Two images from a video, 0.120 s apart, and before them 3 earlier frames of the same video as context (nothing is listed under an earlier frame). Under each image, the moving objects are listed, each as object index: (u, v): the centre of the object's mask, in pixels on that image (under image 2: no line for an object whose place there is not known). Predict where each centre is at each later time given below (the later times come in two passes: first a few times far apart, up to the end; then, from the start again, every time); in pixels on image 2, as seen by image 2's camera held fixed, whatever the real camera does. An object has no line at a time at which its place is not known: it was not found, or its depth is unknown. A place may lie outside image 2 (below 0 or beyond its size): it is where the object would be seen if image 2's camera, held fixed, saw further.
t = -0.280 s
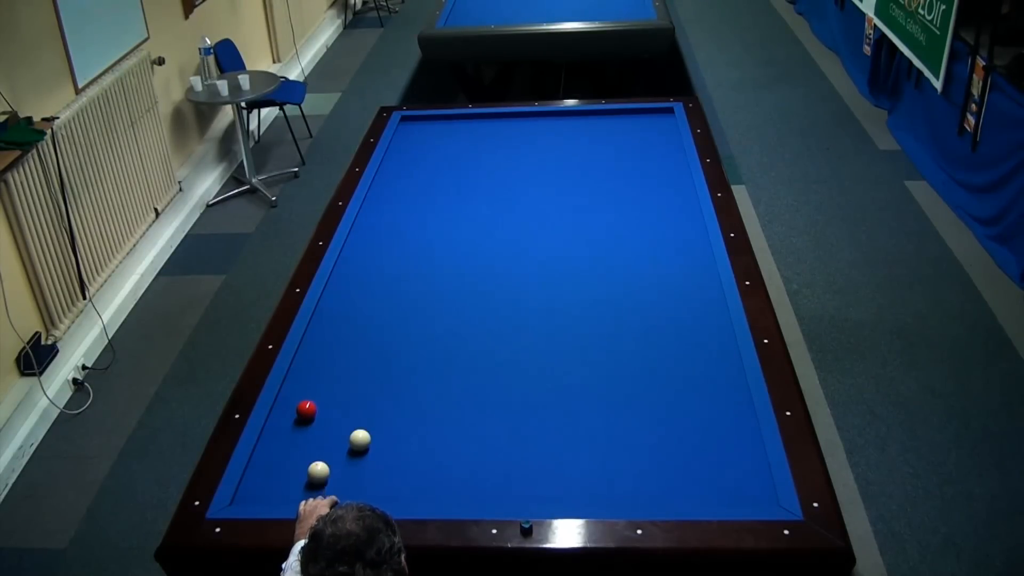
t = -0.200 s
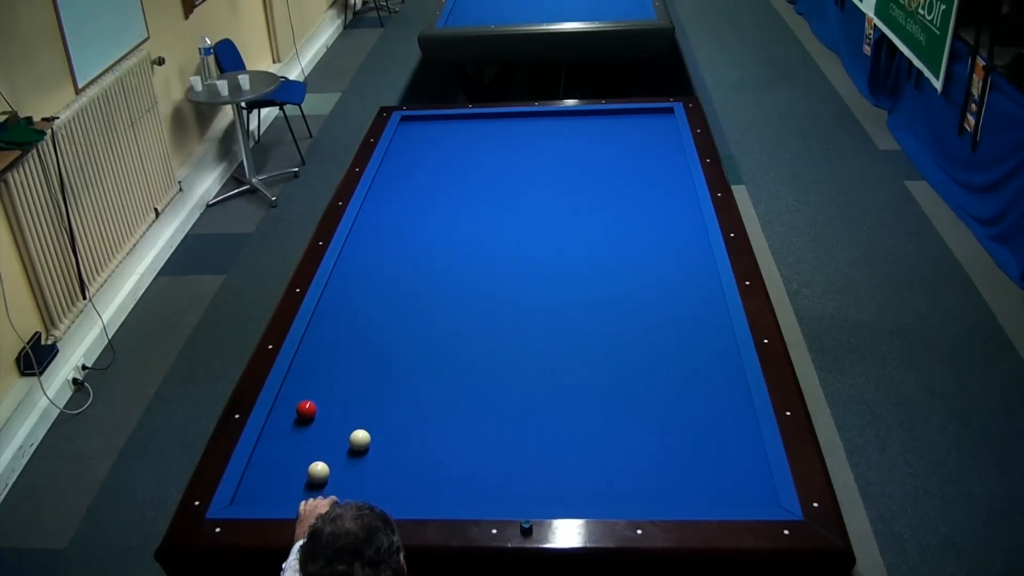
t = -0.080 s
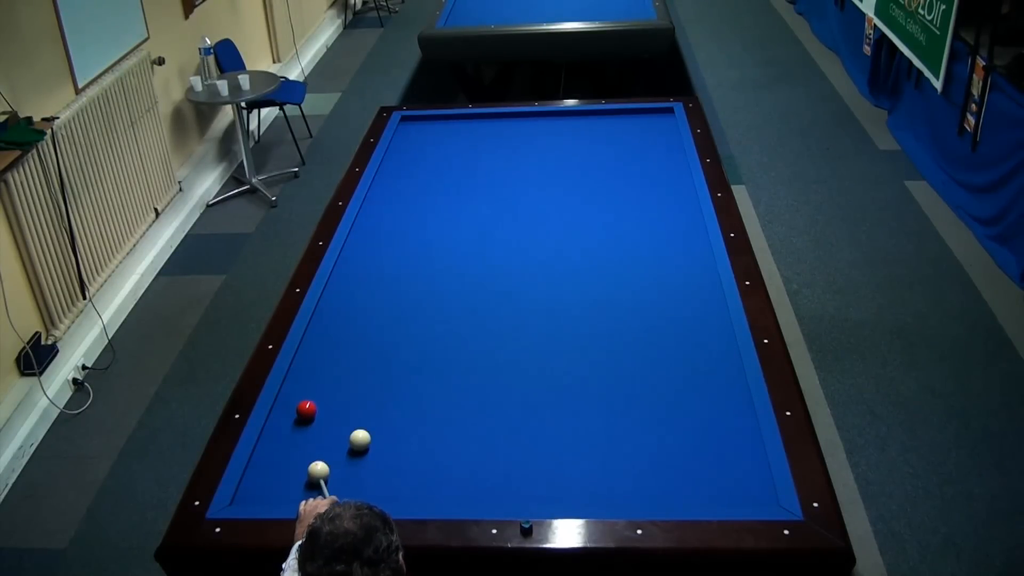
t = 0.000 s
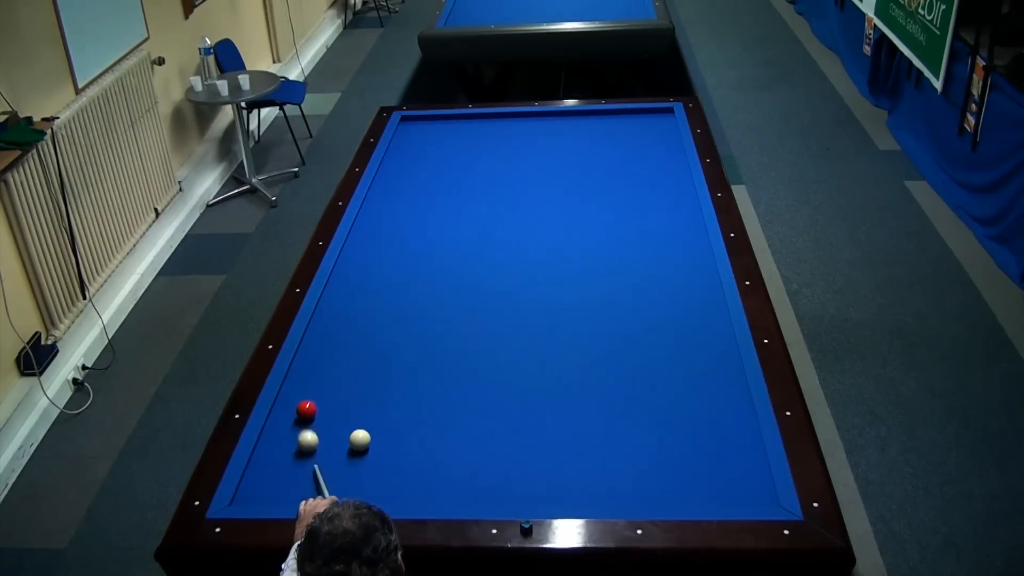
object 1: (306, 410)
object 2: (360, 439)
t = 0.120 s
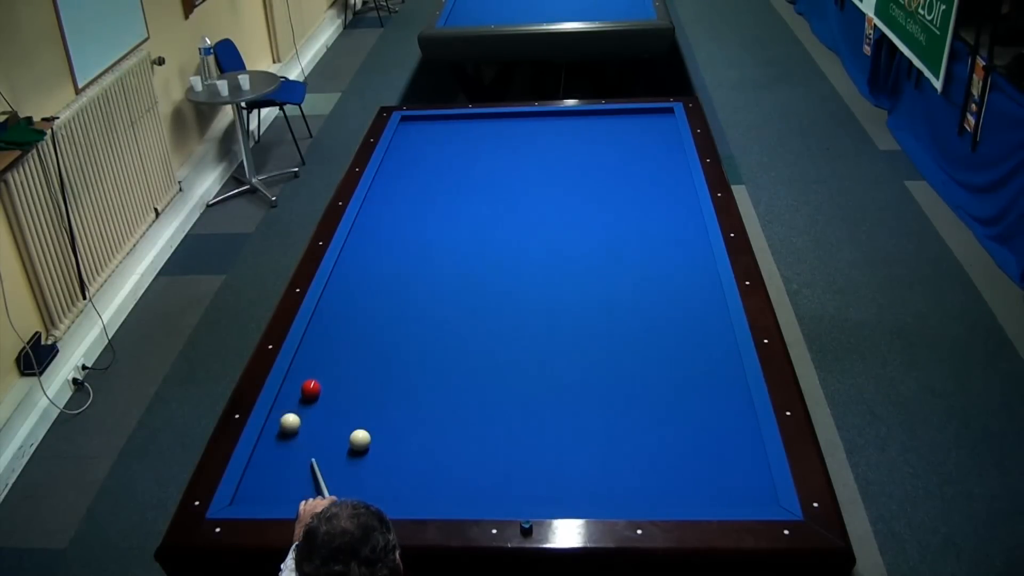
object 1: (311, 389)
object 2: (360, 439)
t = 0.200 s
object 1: (315, 369)
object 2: (360, 439)
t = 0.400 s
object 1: (324, 329)
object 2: (360, 439)
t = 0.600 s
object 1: (332, 295)
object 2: (360, 439)
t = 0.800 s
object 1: (343, 266)
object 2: (360, 439)
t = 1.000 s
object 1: (357, 241)
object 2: (360, 439)
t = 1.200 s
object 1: (369, 218)
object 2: (360, 439)
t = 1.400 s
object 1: (380, 198)
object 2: (362, 439)
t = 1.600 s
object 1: (391, 179)
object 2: (369, 440)
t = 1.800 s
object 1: (400, 162)
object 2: (375, 440)
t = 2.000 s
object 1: (409, 146)
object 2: (381, 440)
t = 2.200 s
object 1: (417, 132)
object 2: (385, 440)
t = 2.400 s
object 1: (424, 119)
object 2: (390, 440)
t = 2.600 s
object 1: (423, 126)
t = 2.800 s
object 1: (420, 134)
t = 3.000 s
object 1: (418, 142)
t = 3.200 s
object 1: (416, 150)
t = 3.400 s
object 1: (414, 158)
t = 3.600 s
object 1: (411, 167)
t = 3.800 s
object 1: (409, 175)
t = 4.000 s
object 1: (406, 184)
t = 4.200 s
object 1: (404, 193)
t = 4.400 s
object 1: (402, 202)
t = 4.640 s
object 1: (399, 213)
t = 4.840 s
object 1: (396, 222)
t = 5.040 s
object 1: (394, 232)
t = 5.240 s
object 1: (391, 242)
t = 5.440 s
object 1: (388, 252)
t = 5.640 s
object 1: (386, 262)
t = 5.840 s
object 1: (383, 272)
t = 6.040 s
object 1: (381, 282)
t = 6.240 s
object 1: (378, 292)
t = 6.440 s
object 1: (376, 303)
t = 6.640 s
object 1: (373, 313)
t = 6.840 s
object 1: (371, 323)
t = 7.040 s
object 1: (369, 334)
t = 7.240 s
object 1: (366, 345)
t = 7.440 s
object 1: (364, 356)
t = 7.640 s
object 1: (362, 366)
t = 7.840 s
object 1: (359, 377)
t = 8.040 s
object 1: (357, 387)
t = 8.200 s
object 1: (355, 396)
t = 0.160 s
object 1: (313, 379)
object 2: (360, 439)
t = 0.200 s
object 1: (315, 369)
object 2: (360, 439)
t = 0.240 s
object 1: (317, 360)
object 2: (360, 439)
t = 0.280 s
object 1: (319, 351)
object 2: (360, 439)
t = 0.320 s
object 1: (321, 344)
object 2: (360, 439)
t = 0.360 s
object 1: (323, 336)
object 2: (360, 439)
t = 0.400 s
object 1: (324, 329)
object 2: (360, 439)
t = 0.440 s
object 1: (326, 322)
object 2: (360, 439)
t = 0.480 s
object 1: (327, 315)
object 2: (360, 439)
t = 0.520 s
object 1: (329, 308)
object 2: (360, 439)
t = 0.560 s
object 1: (330, 302)
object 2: (360, 439)
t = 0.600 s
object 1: (332, 295)
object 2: (360, 439)
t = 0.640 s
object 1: (333, 289)
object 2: (360, 439)
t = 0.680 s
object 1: (334, 283)
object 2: (360, 439)
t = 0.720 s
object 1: (337, 277)
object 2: (360, 439)
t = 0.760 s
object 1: (340, 272)
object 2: (360, 439)
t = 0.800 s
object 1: (343, 266)
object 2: (360, 439)
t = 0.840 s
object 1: (345, 261)
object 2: (360, 439)
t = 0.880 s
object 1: (349, 256)
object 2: (360, 439)
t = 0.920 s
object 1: (351, 251)
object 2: (360, 439)
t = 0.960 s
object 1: (354, 246)
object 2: (360, 439)
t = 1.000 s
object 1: (357, 241)
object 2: (360, 439)
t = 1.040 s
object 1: (359, 236)
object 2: (360, 439)
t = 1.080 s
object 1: (361, 231)
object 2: (360, 439)
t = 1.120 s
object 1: (364, 227)
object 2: (360, 439)
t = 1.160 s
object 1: (366, 223)
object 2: (360, 439)
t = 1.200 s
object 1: (369, 218)
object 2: (360, 439)
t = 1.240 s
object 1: (371, 214)
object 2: (360, 439)
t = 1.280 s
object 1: (374, 210)
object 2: (360, 439)
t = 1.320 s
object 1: (376, 206)
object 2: (360, 439)
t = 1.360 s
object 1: (378, 202)
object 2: (361, 439)
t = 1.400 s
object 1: (380, 198)
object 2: (362, 439)
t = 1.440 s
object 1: (382, 194)
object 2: (364, 439)
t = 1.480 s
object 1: (385, 190)
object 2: (365, 440)
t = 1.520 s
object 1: (387, 186)
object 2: (367, 440)
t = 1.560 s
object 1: (389, 183)
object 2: (368, 440)
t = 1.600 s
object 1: (391, 179)
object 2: (369, 440)
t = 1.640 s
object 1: (393, 176)
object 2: (370, 440)
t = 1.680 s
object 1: (395, 172)
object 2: (372, 440)
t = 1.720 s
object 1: (396, 169)
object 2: (373, 441)
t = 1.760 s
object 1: (398, 165)
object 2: (374, 440)
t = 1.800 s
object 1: (400, 162)
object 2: (375, 440)
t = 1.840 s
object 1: (402, 159)
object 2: (376, 440)
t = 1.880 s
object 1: (404, 156)
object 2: (377, 440)
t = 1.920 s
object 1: (405, 153)
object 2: (378, 440)
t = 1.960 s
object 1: (407, 149)
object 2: (379, 440)
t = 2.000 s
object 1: (409, 146)
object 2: (381, 440)
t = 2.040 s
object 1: (411, 143)
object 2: (382, 441)
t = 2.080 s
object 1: (413, 141)
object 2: (383, 440)
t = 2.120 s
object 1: (414, 138)
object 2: (384, 440)
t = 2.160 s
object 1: (415, 135)
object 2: (385, 440)
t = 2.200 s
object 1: (417, 132)
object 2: (385, 440)
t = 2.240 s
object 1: (419, 129)
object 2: (387, 440)
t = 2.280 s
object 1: (420, 126)
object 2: (387, 440)
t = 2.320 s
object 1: (422, 124)
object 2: (388, 440)
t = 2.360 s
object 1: (423, 122)
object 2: (389, 440)
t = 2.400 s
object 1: (424, 119)
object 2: (390, 440)
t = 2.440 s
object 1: (425, 119)
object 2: (391, 440)
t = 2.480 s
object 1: (424, 121)
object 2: (391, 440)
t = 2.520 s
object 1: (424, 123)
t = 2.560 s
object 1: (423, 124)
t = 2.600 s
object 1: (423, 126)
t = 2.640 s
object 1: (422, 127)
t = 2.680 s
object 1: (422, 129)
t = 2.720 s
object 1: (421, 130)
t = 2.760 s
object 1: (421, 132)
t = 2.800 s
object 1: (420, 134)
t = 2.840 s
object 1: (420, 135)
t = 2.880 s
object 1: (420, 137)
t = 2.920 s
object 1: (419, 138)
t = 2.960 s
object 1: (419, 140)
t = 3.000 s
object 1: (418, 142)
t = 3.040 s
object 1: (418, 143)
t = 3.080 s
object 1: (417, 145)
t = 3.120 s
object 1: (417, 147)
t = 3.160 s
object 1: (417, 148)
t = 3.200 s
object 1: (416, 150)
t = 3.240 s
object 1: (416, 151)
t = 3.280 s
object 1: (415, 153)
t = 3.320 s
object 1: (415, 155)
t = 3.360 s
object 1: (414, 157)
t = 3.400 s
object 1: (414, 158)
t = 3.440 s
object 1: (413, 160)
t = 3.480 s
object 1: (413, 162)
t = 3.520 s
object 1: (412, 163)
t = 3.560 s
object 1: (412, 165)
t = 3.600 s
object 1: (411, 167)
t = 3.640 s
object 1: (410, 168)
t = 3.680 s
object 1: (410, 170)
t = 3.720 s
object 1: (410, 172)
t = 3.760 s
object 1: (409, 174)
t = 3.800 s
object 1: (409, 175)
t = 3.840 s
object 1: (408, 177)
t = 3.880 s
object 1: (408, 179)
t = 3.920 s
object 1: (407, 181)
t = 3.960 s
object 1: (407, 182)
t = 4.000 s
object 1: (406, 184)
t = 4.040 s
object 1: (406, 186)
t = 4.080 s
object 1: (405, 187)
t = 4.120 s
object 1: (405, 189)
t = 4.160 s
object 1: (404, 191)
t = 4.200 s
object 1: (404, 193)
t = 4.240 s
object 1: (403, 195)
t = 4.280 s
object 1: (403, 196)
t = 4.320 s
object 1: (403, 198)
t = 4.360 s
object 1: (402, 200)
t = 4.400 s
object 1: (402, 202)
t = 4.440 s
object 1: (401, 204)
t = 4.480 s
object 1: (401, 206)
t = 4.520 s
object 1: (400, 208)
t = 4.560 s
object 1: (400, 209)
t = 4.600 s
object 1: (399, 211)
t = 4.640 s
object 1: (399, 213)
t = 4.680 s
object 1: (398, 215)
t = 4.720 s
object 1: (398, 217)
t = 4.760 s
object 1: (397, 219)
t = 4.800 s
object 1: (397, 221)
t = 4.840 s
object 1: (396, 222)
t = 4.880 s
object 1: (396, 224)
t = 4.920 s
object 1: (395, 226)
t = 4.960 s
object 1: (395, 228)
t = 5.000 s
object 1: (394, 230)
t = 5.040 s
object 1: (394, 232)
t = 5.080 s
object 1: (393, 234)
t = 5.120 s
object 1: (393, 236)
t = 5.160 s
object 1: (392, 238)
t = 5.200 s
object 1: (391, 240)
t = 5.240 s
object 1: (391, 242)
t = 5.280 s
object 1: (390, 244)
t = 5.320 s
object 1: (390, 246)
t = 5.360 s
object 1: (390, 248)
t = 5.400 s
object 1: (389, 250)
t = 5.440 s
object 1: (388, 252)
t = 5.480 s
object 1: (388, 254)
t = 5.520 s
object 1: (387, 256)
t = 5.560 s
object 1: (387, 258)
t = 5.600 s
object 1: (386, 260)
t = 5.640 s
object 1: (386, 262)
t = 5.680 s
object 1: (385, 264)
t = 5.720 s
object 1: (385, 266)
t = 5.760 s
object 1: (384, 268)
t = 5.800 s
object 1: (384, 270)
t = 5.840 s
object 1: (383, 272)
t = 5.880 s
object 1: (383, 274)
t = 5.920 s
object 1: (382, 276)
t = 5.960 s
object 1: (382, 278)
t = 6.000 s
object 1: (381, 280)
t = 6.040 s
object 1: (381, 282)
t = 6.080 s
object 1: (380, 284)
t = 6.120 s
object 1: (380, 286)
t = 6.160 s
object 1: (379, 288)
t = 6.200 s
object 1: (379, 290)
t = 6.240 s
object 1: (378, 292)
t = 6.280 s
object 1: (378, 294)
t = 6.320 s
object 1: (377, 297)
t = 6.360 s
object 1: (376, 298)
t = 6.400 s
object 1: (376, 301)
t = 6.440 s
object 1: (376, 303)
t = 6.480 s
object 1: (375, 305)
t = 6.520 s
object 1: (374, 307)
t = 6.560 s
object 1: (374, 309)
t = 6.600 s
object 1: (374, 311)
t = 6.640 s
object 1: (373, 313)
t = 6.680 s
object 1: (373, 315)
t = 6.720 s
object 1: (372, 317)
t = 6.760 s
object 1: (372, 319)
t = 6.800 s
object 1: (371, 322)
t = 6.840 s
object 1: (371, 323)
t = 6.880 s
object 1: (370, 326)
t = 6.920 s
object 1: (370, 328)
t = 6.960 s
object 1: (370, 330)
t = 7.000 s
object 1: (369, 332)
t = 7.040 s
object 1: (369, 334)
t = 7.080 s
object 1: (368, 336)
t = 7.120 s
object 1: (368, 338)
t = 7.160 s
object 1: (367, 340)
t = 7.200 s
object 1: (367, 342)
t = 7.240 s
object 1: (366, 345)
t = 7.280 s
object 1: (366, 347)
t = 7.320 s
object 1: (365, 349)
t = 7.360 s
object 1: (365, 351)
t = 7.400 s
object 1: (364, 353)
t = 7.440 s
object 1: (364, 356)
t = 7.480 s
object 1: (364, 357)
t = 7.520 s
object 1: (363, 360)
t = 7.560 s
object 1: (363, 362)
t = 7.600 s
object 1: (362, 364)
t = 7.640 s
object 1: (362, 366)
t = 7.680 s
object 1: (361, 368)
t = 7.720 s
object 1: (361, 371)
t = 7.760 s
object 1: (360, 373)
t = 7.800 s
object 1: (360, 375)
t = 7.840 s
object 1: (359, 377)
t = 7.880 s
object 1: (359, 379)
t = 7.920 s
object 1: (359, 381)
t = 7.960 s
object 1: (358, 383)
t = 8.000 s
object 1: (358, 385)
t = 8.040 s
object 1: (357, 387)
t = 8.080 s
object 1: (357, 389)
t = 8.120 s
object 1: (356, 391)
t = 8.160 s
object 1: (356, 394)
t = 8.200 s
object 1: (355, 396)
